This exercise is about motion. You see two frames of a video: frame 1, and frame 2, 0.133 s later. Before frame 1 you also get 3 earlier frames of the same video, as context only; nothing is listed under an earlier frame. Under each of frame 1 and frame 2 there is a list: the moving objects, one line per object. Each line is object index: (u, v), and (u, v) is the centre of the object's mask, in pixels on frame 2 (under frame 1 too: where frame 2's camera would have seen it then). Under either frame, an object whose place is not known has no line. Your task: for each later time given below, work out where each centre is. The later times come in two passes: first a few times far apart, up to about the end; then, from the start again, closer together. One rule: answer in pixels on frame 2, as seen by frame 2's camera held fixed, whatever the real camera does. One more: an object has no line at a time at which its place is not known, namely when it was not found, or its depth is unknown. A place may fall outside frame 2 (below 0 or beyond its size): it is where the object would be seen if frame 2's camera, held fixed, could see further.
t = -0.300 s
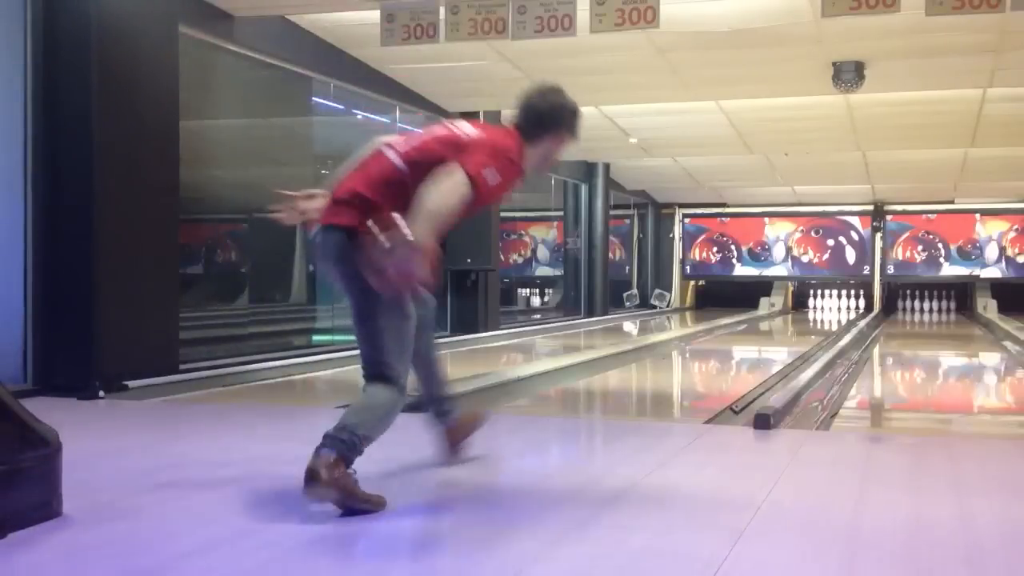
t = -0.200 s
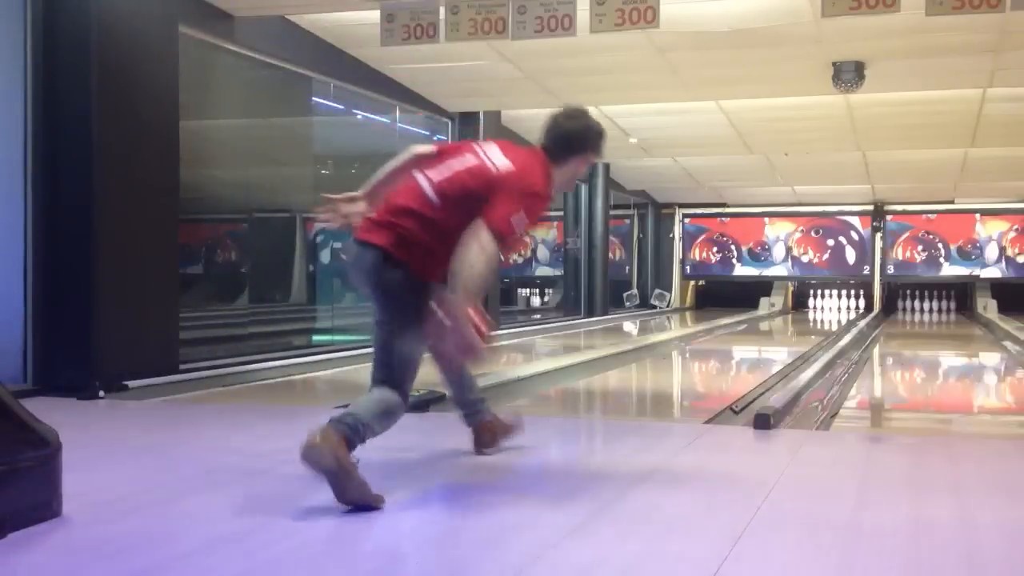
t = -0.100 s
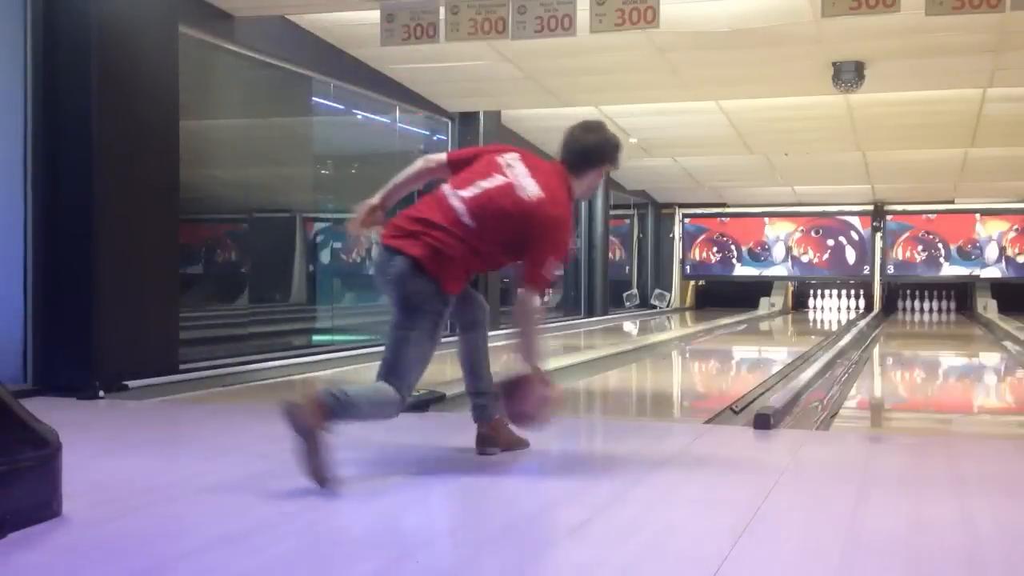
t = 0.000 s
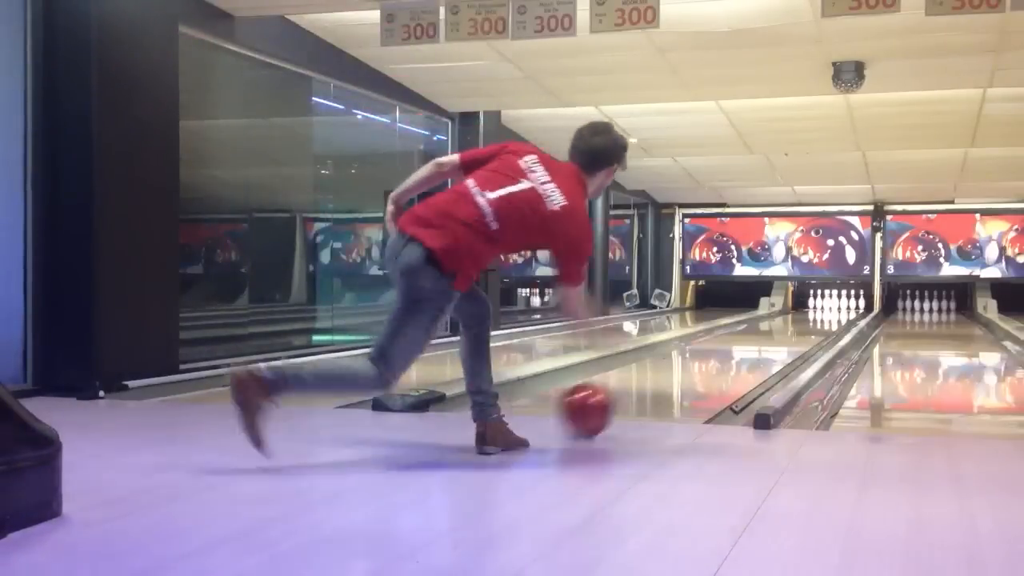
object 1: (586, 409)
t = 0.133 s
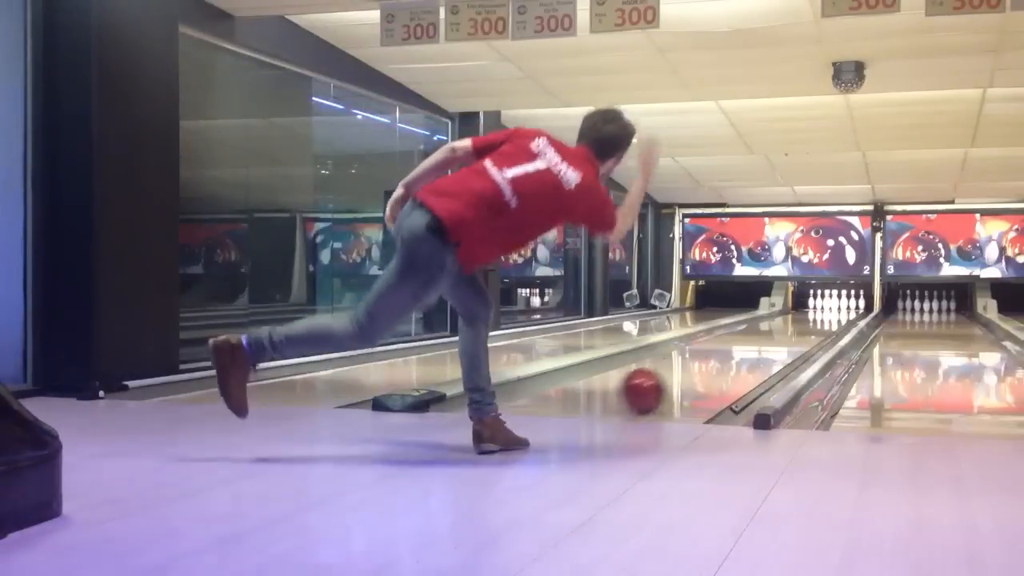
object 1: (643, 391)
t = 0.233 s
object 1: (674, 378)
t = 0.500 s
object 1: (732, 356)
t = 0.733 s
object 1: (763, 344)
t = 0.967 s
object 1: (787, 335)
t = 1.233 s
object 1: (804, 327)
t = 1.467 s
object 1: (816, 321)
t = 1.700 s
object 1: (826, 317)
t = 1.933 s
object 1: (832, 314)
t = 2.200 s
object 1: (837, 311)
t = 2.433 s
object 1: (838, 308)
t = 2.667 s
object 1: (837, 307)
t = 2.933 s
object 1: (837, 306)
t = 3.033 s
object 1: (838, 305)
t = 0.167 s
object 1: (653, 387)
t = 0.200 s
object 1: (664, 383)
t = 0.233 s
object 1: (674, 378)
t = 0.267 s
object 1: (683, 376)
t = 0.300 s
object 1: (691, 373)
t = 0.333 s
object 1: (699, 370)
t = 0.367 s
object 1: (706, 367)
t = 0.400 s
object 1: (713, 364)
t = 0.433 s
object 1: (719, 362)
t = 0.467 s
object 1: (725, 359)
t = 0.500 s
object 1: (732, 356)
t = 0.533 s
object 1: (737, 354)
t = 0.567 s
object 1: (742, 352)
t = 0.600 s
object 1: (747, 350)
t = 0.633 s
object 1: (751, 349)
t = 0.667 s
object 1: (756, 347)
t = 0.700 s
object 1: (760, 345)
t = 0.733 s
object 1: (763, 344)
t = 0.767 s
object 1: (767, 342)
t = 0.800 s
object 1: (771, 341)
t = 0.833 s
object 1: (774, 340)
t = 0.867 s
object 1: (777, 339)
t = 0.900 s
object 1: (780, 337)
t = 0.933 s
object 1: (784, 336)
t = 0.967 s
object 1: (787, 335)
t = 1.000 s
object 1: (789, 334)
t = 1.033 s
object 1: (791, 333)
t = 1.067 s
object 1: (794, 332)
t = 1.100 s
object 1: (796, 331)
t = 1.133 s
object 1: (799, 330)
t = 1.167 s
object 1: (801, 329)
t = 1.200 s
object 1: (802, 328)
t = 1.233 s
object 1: (804, 327)
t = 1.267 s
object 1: (805, 326)
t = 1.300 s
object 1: (808, 326)
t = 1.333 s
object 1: (810, 325)
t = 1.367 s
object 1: (812, 324)
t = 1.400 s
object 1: (814, 323)
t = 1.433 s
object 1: (814, 322)
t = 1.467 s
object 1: (816, 321)
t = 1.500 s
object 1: (817, 321)
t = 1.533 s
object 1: (820, 320)
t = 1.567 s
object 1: (820, 320)
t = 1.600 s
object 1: (821, 319)
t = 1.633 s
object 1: (822, 318)
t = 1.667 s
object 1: (824, 318)
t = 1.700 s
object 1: (826, 317)
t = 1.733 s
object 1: (828, 316)
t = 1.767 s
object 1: (828, 316)
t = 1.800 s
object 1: (829, 316)
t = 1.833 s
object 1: (831, 314)
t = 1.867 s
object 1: (831, 314)
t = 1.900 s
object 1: (831, 314)
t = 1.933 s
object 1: (832, 314)
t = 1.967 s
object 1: (834, 313)
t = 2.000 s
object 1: (833, 312)
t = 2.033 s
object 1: (834, 312)
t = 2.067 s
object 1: (835, 312)
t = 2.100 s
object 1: (835, 312)
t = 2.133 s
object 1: (836, 311)
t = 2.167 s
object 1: (837, 311)
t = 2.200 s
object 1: (837, 311)
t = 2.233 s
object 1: (837, 310)
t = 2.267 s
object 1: (837, 310)
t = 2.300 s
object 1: (838, 310)
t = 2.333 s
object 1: (838, 309)
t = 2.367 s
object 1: (838, 309)
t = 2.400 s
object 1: (838, 309)
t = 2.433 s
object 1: (838, 308)
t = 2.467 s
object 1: (838, 308)
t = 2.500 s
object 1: (838, 308)
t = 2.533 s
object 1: (838, 308)
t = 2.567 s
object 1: (838, 307)
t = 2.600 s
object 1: (838, 307)
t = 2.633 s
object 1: (838, 307)
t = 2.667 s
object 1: (837, 307)
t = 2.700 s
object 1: (837, 306)
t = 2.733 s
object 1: (837, 306)
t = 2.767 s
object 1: (836, 306)
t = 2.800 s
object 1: (835, 306)
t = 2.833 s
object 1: (835, 307)
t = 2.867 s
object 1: (837, 306)
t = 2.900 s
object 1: (837, 306)
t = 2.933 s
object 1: (837, 306)
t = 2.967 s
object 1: (837, 305)
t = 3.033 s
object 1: (838, 305)
